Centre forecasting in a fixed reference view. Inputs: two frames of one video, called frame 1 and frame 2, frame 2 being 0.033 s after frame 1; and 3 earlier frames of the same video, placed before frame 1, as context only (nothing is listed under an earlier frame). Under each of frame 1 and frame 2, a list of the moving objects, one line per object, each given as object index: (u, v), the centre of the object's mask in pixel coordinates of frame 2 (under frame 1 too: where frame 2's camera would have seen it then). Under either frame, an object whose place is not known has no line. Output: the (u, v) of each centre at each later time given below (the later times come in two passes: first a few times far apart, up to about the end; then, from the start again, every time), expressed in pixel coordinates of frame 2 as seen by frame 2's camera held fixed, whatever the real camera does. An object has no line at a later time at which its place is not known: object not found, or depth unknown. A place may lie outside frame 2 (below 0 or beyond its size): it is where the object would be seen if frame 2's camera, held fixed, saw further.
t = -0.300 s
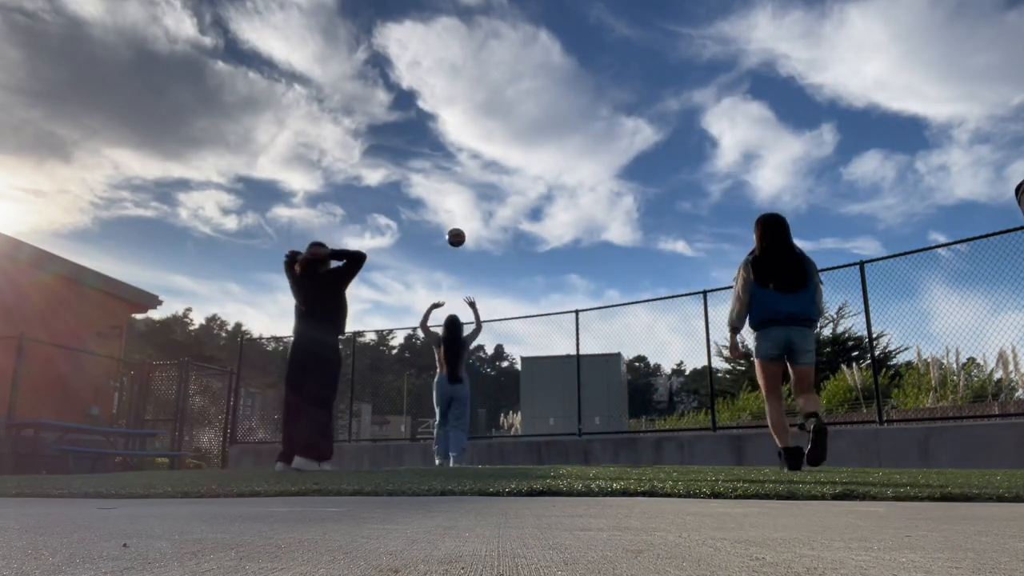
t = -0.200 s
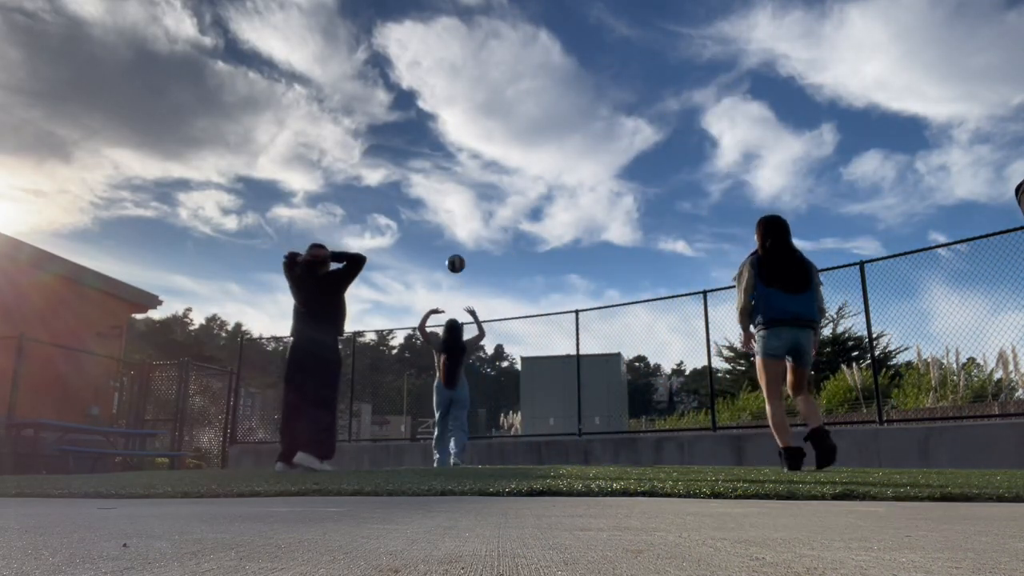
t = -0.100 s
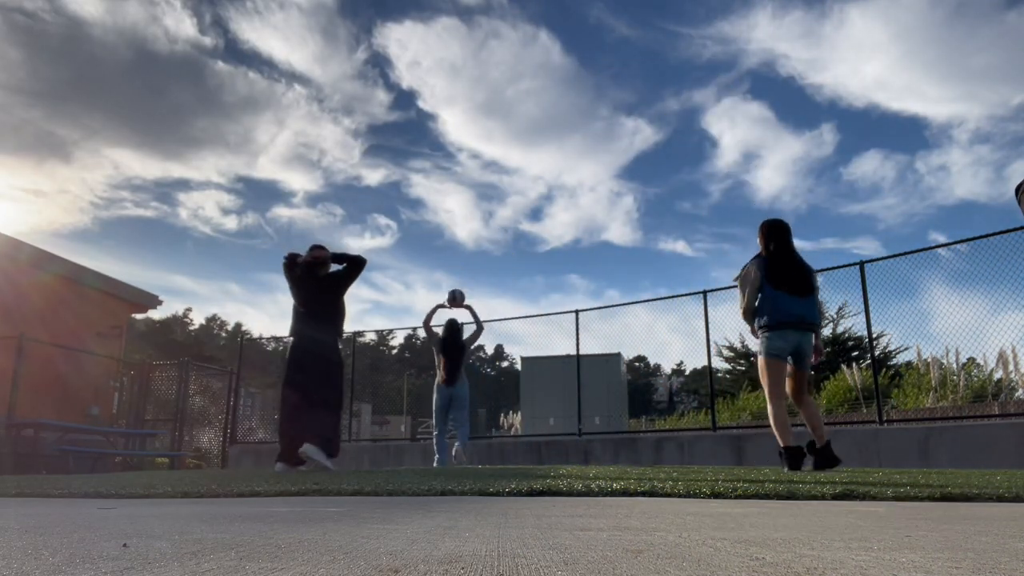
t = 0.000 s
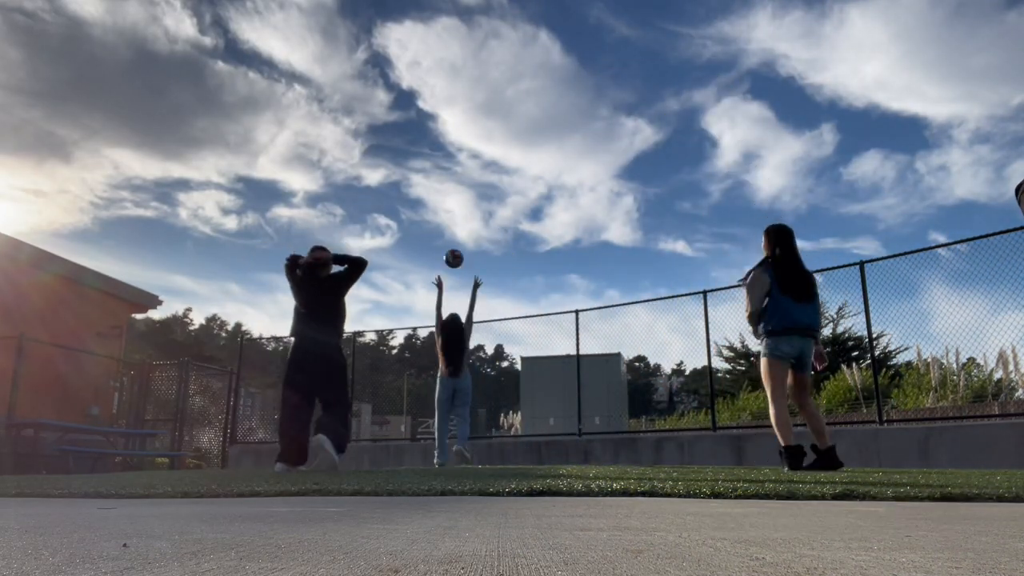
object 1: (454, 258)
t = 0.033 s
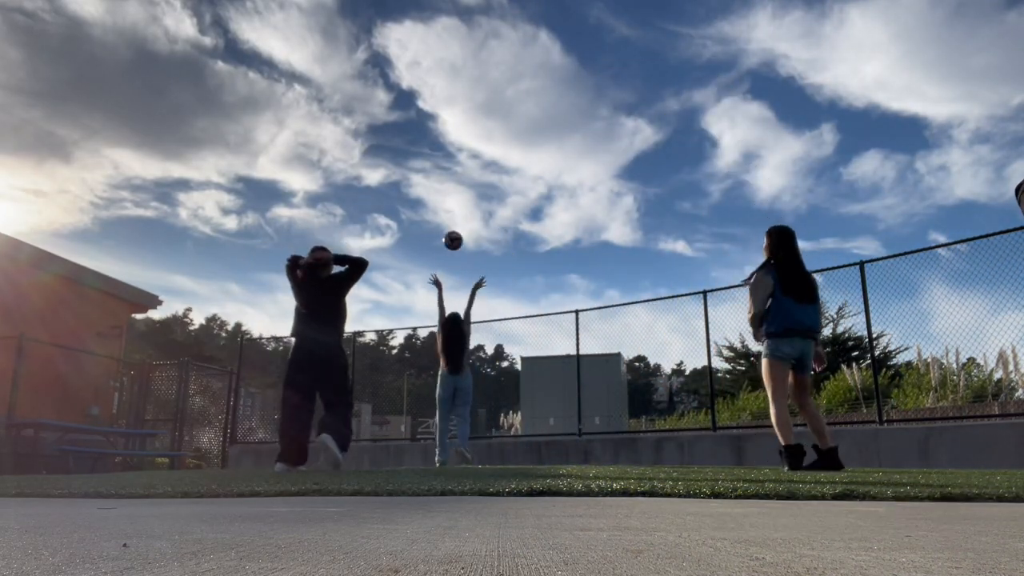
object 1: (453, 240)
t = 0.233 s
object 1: (448, 150)
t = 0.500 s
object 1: (442, 77)
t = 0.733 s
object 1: (434, 63)
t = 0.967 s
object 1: (424, 112)
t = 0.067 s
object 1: (452, 223)
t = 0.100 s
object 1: (451, 207)
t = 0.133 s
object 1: (451, 191)
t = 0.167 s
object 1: (450, 177)
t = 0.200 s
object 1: (449, 163)
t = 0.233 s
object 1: (448, 150)
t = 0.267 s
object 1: (447, 138)
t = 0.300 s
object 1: (446, 126)
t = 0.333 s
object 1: (446, 116)
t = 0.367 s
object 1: (445, 107)
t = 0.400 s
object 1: (444, 98)
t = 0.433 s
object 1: (443, 90)
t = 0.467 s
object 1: (443, 83)
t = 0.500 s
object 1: (442, 77)
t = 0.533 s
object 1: (441, 72)
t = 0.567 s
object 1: (440, 68)
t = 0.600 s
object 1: (439, 65)
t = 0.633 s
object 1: (438, 62)
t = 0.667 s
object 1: (436, 62)
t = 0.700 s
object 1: (435, 62)
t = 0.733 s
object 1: (434, 63)
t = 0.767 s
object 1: (433, 65)
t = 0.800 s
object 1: (432, 69)
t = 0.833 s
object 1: (430, 75)
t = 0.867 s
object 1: (429, 81)
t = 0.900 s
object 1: (427, 90)
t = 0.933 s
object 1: (426, 100)
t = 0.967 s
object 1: (424, 112)
